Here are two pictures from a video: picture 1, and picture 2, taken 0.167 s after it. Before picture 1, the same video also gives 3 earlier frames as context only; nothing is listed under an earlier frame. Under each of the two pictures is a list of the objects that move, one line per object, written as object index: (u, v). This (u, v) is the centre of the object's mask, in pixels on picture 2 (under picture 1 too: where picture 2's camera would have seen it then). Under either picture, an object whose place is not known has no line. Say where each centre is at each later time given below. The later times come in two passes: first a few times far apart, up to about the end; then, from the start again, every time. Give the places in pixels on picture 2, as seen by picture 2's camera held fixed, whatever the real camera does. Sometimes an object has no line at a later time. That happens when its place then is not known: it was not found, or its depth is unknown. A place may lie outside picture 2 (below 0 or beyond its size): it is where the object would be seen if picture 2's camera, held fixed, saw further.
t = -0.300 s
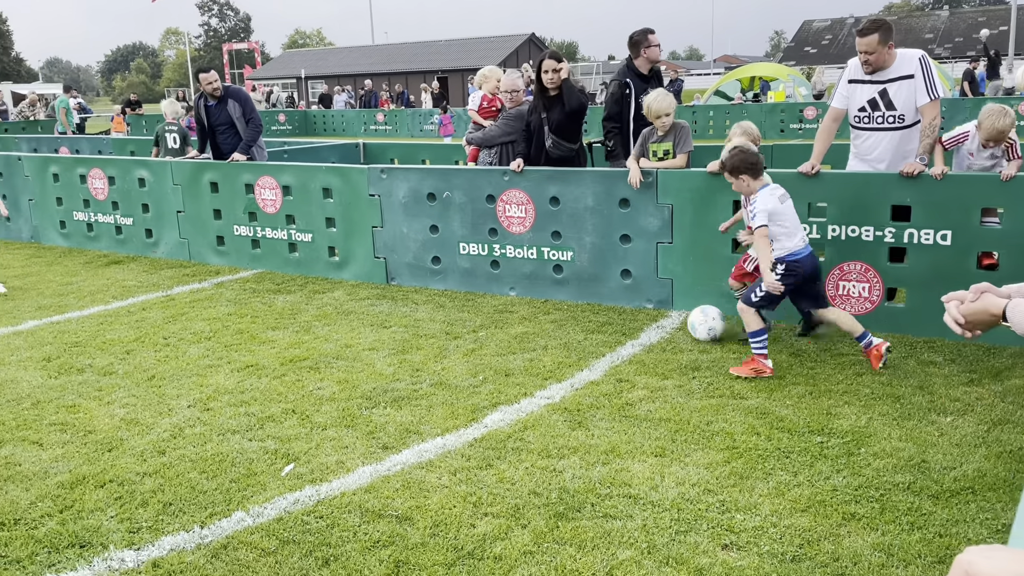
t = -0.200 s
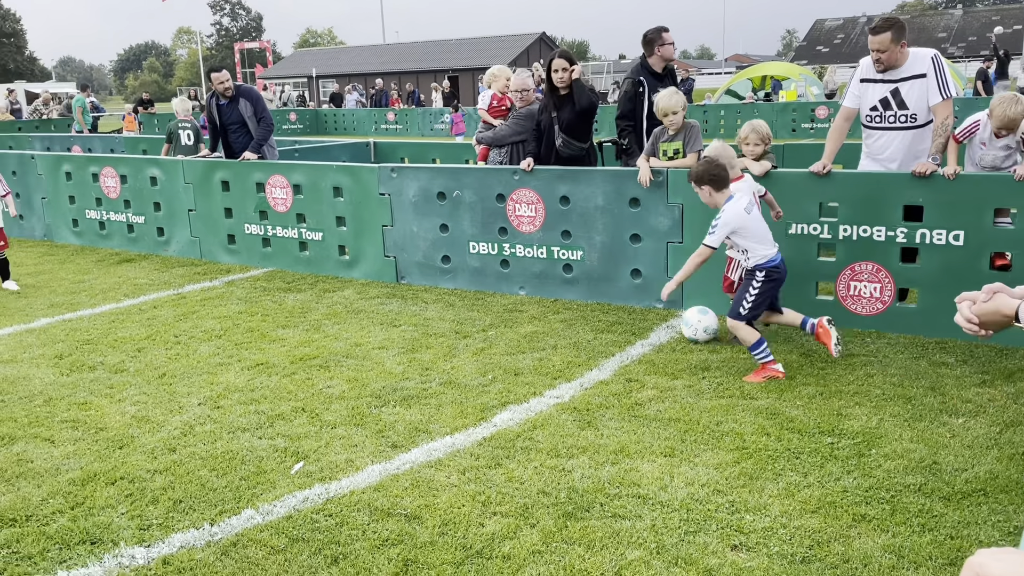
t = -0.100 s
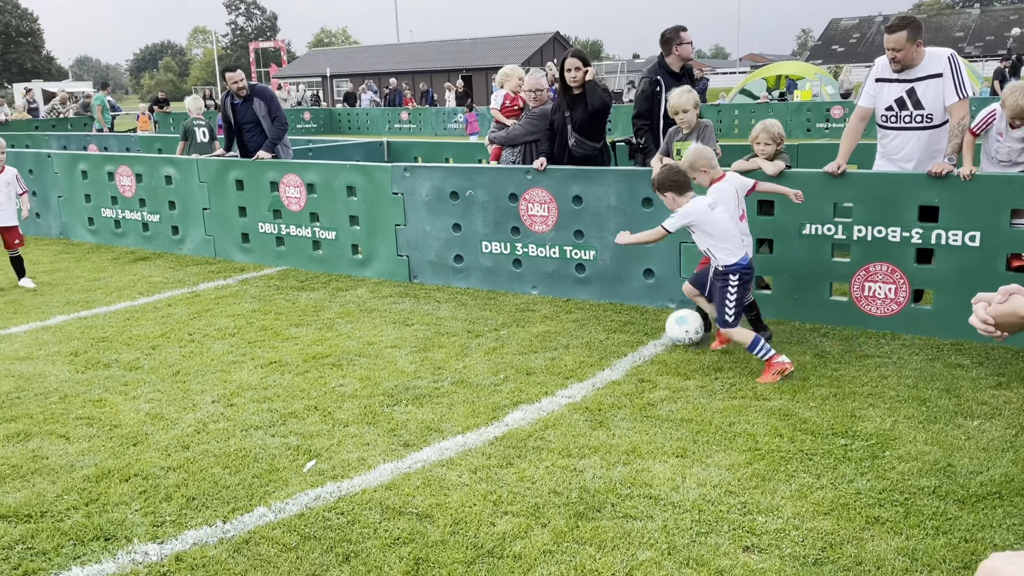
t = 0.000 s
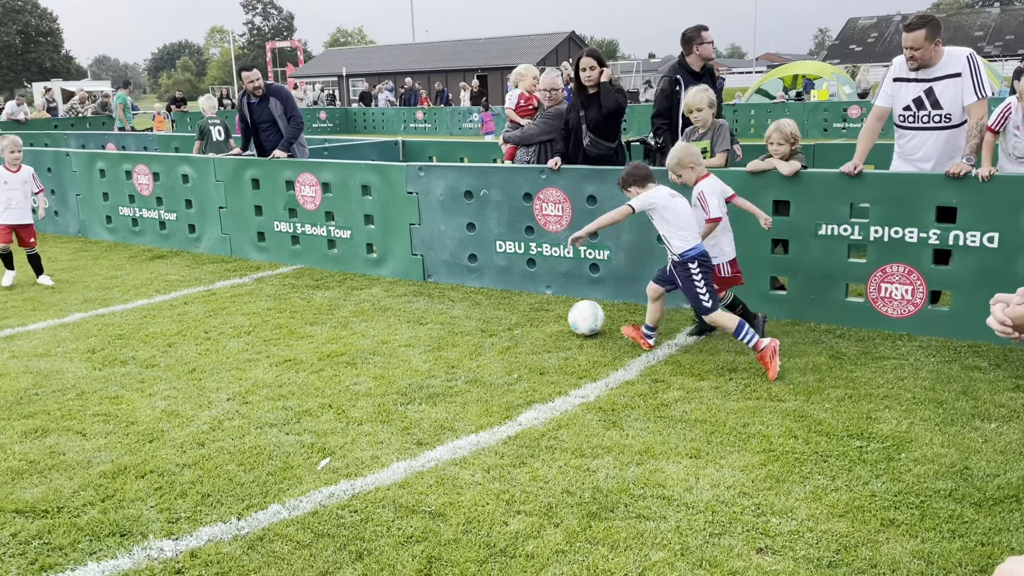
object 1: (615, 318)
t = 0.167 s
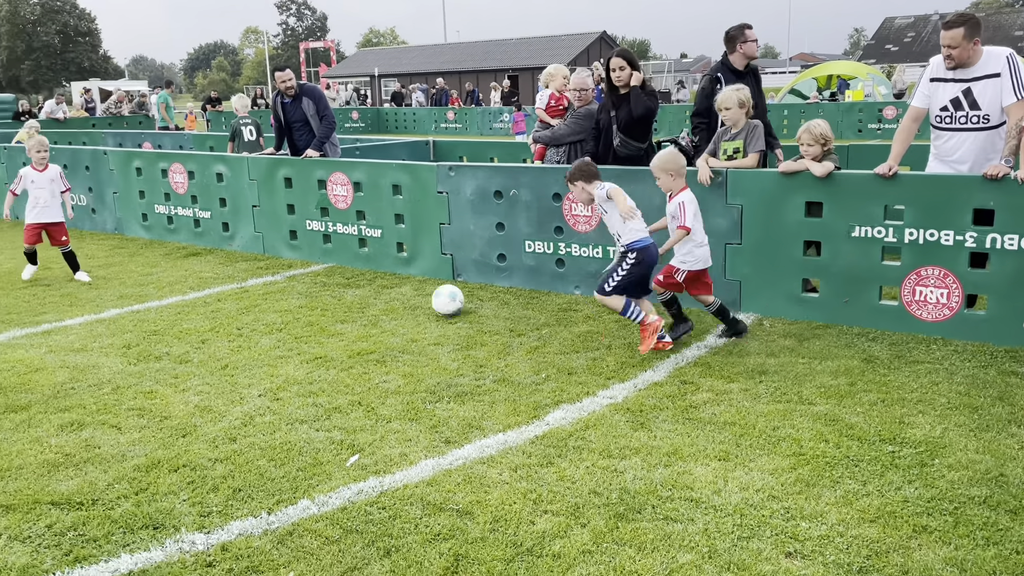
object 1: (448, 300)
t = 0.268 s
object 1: (378, 293)
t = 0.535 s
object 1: (249, 280)
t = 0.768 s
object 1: (168, 271)
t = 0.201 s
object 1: (422, 298)
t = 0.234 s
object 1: (398, 296)
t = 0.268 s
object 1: (378, 293)
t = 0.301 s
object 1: (358, 291)
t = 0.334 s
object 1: (339, 289)
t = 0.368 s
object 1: (321, 288)
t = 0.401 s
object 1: (305, 286)
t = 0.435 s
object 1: (290, 284)
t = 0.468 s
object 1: (276, 283)
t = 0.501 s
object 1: (262, 281)
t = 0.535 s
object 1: (249, 280)
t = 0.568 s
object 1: (236, 279)
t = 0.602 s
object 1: (224, 277)
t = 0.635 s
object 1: (212, 275)
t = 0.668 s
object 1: (201, 275)
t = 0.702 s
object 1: (189, 273)
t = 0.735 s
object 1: (179, 273)
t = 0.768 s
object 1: (168, 271)
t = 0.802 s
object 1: (157, 269)
